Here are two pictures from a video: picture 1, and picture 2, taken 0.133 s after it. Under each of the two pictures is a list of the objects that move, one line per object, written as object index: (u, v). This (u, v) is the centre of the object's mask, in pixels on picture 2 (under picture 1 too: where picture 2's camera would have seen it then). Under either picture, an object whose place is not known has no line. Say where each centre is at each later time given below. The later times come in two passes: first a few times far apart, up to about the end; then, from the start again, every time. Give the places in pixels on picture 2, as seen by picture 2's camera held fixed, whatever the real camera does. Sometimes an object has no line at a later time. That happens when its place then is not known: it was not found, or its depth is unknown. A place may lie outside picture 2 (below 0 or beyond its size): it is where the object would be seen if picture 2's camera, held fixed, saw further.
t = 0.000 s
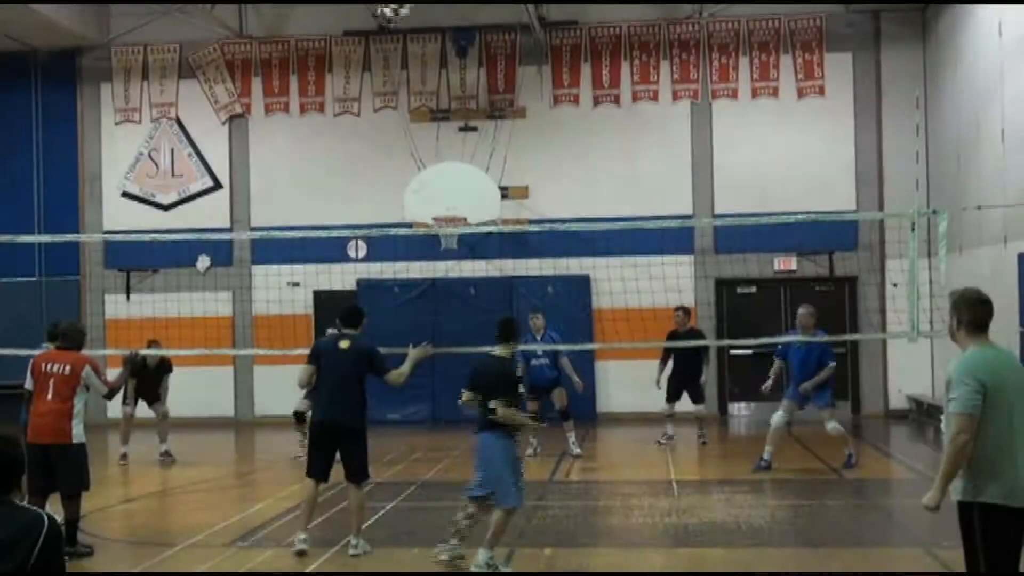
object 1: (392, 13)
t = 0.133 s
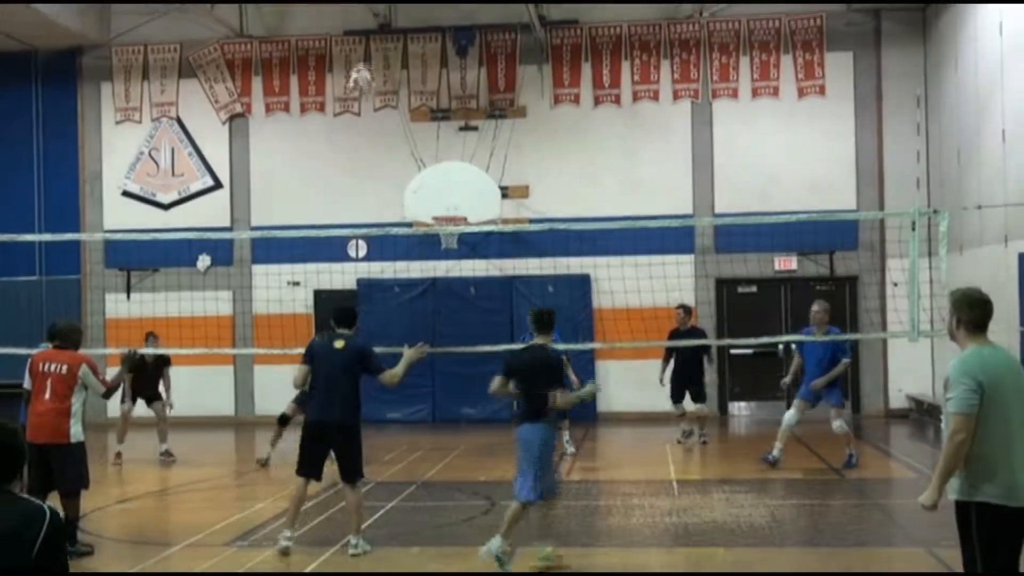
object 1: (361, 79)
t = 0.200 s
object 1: (349, 118)
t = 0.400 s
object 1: (320, 225)
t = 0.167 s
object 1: (353, 98)
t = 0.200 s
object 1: (349, 118)
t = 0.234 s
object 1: (344, 136)
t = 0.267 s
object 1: (338, 156)
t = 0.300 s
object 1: (334, 174)
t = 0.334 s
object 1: (330, 192)
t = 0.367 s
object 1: (324, 211)
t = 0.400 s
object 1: (320, 225)
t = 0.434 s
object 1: (313, 247)
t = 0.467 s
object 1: (308, 265)
